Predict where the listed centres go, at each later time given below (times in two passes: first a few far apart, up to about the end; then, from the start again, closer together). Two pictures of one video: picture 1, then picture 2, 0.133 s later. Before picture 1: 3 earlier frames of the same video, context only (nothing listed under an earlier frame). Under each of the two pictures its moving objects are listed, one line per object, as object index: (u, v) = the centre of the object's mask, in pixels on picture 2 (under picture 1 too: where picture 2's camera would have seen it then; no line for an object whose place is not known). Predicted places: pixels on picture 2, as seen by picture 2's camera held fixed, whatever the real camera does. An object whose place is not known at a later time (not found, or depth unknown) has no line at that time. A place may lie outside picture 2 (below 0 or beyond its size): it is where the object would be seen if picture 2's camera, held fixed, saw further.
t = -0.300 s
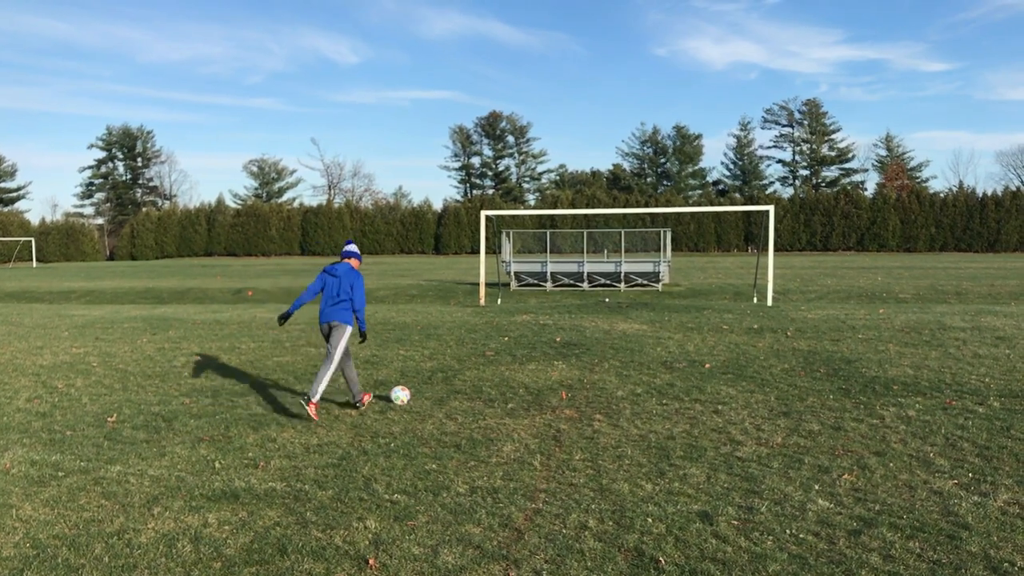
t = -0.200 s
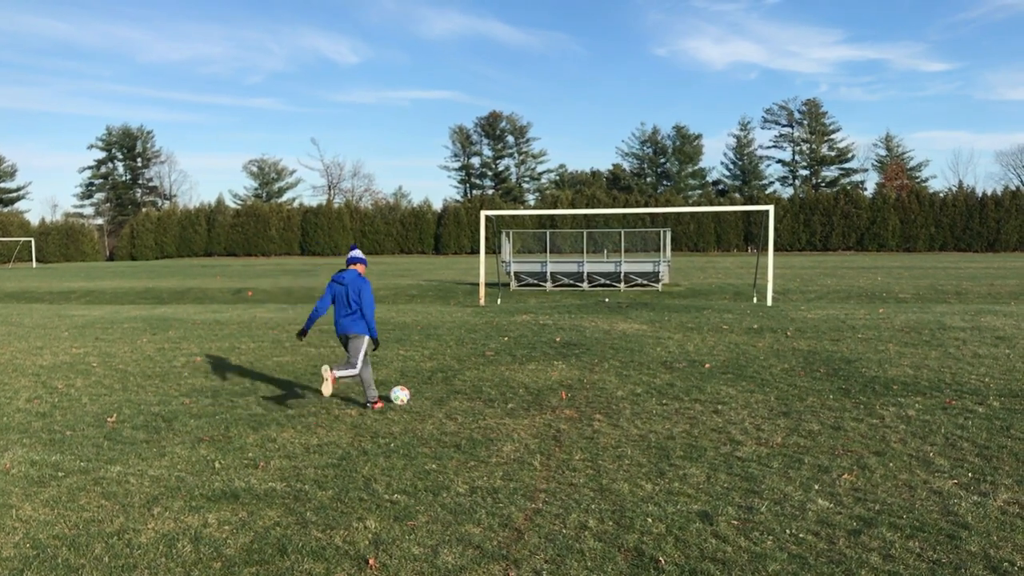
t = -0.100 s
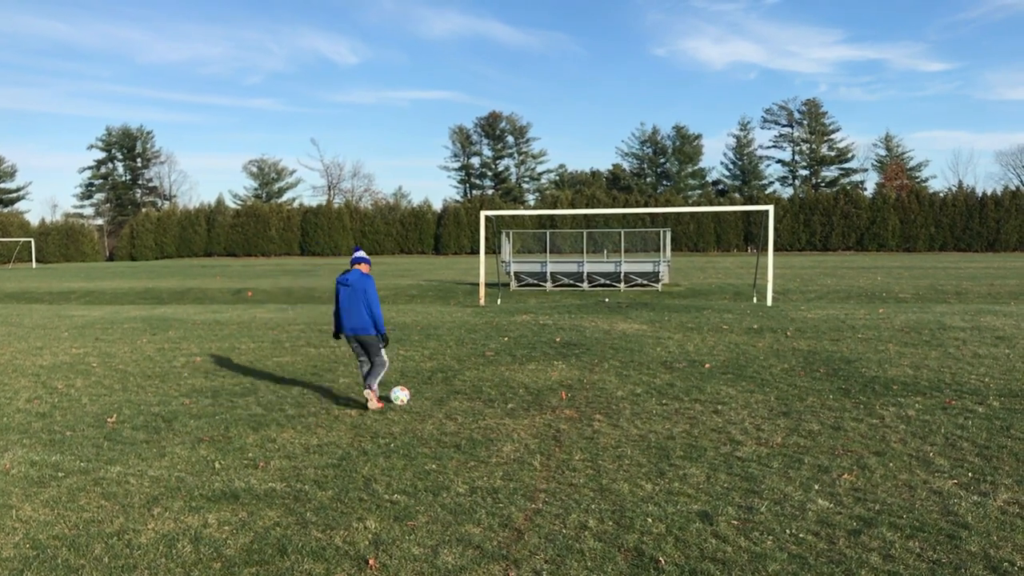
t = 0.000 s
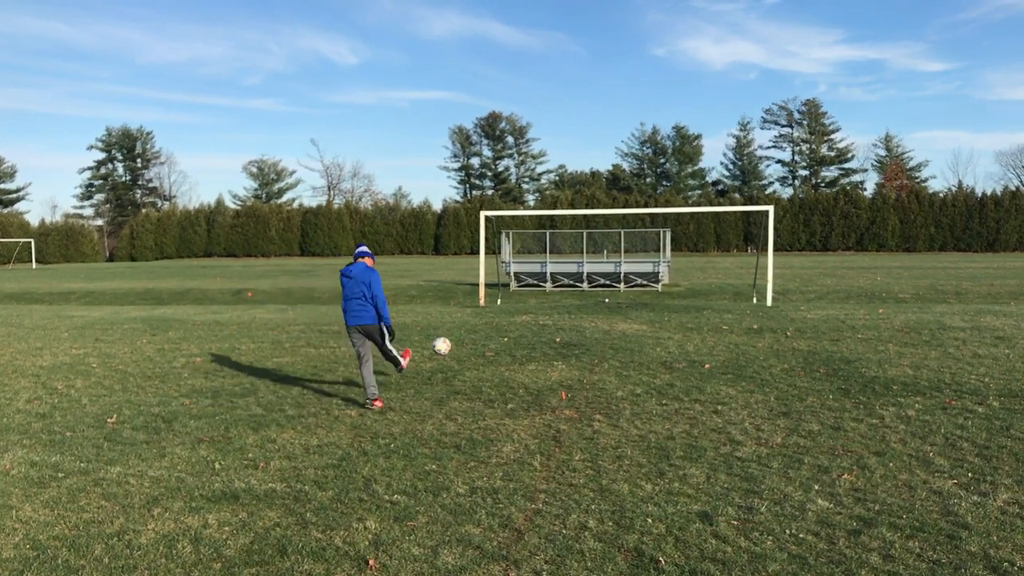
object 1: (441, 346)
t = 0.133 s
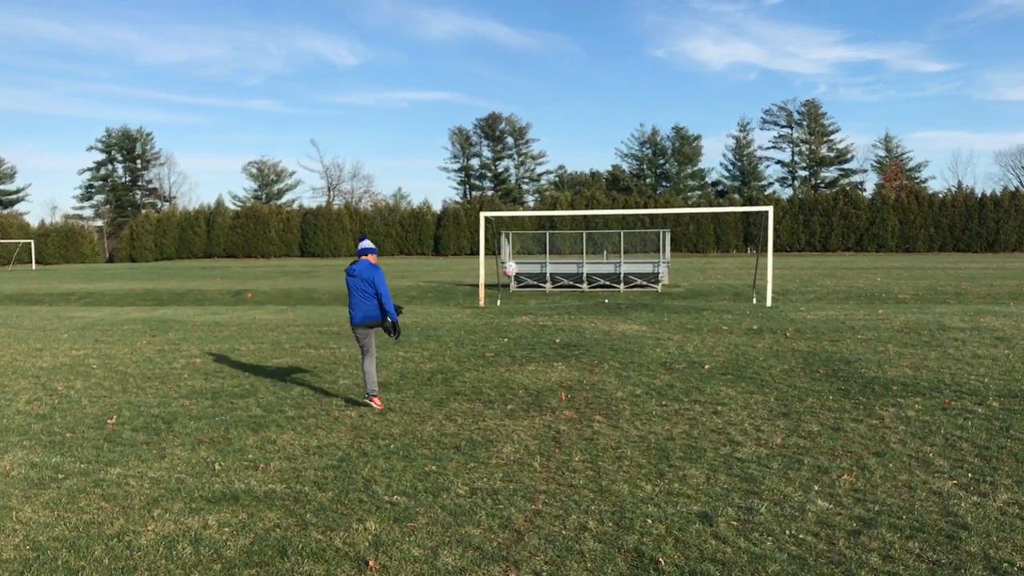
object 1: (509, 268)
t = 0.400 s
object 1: (599, 188)
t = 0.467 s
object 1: (616, 177)
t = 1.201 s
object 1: (733, 190)
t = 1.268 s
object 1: (740, 197)
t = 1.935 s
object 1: (795, 293)
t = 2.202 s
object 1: (810, 281)
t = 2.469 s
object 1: (827, 302)
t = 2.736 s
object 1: (842, 309)
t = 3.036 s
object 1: (861, 317)
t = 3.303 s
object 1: (878, 320)
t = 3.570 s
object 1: (893, 322)
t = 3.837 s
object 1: (906, 324)
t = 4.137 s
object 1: (919, 326)
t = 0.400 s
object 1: (599, 188)
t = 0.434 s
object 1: (608, 183)
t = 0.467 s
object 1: (616, 177)
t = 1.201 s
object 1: (733, 190)
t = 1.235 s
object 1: (737, 194)
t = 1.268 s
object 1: (740, 197)
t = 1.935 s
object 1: (795, 293)
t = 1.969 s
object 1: (797, 290)
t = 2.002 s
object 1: (798, 287)
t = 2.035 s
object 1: (800, 285)
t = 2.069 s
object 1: (802, 283)
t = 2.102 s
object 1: (805, 282)
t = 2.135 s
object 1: (807, 282)
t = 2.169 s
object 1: (808, 281)
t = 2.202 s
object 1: (810, 281)
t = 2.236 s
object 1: (812, 282)
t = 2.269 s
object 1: (815, 283)
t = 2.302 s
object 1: (817, 285)
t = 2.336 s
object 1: (818, 288)
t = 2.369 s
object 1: (821, 290)
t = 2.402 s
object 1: (823, 293)
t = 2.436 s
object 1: (825, 298)
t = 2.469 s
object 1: (827, 302)
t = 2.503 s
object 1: (828, 307)
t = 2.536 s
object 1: (830, 313)
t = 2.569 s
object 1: (832, 316)
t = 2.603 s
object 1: (834, 314)
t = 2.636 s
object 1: (837, 312)
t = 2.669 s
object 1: (839, 311)
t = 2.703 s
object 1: (840, 310)
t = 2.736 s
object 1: (842, 309)
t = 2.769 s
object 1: (844, 309)
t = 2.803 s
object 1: (846, 309)
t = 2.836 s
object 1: (848, 311)
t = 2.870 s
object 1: (850, 313)
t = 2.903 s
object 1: (852, 315)
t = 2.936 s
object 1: (854, 318)
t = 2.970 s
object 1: (856, 318)
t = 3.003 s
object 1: (859, 317)
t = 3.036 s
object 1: (861, 317)
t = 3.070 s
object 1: (863, 317)
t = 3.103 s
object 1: (866, 318)
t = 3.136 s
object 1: (868, 319)
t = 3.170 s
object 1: (870, 320)
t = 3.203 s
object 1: (872, 320)
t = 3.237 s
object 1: (875, 319)
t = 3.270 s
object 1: (877, 319)
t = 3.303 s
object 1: (878, 320)
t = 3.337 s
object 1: (881, 321)
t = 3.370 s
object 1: (883, 321)
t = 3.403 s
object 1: (884, 321)
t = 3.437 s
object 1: (886, 321)
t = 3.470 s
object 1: (888, 321)
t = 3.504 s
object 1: (890, 321)
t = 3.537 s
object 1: (892, 322)
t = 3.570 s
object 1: (893, 322)
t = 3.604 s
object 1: (896, 323)
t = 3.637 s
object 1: (897, 323)
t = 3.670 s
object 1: (899, 323)
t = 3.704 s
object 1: (901, 323)
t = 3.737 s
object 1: (902, 323)
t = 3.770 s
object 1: (903, 324)
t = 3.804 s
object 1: (904, 324)
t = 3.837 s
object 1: (906, 324)
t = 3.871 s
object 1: (908, 324)
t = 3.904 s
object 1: (910, 324)
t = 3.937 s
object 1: (911, 324)
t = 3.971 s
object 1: (912, 324)
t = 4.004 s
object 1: (913, 324)
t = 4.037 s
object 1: (915, 324)
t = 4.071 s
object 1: (916, 325)
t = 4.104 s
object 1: (917, 326)
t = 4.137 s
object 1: (919, 326)
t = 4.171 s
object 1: (920, 325)
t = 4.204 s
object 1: (921, 325)
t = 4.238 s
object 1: (923, 325)
